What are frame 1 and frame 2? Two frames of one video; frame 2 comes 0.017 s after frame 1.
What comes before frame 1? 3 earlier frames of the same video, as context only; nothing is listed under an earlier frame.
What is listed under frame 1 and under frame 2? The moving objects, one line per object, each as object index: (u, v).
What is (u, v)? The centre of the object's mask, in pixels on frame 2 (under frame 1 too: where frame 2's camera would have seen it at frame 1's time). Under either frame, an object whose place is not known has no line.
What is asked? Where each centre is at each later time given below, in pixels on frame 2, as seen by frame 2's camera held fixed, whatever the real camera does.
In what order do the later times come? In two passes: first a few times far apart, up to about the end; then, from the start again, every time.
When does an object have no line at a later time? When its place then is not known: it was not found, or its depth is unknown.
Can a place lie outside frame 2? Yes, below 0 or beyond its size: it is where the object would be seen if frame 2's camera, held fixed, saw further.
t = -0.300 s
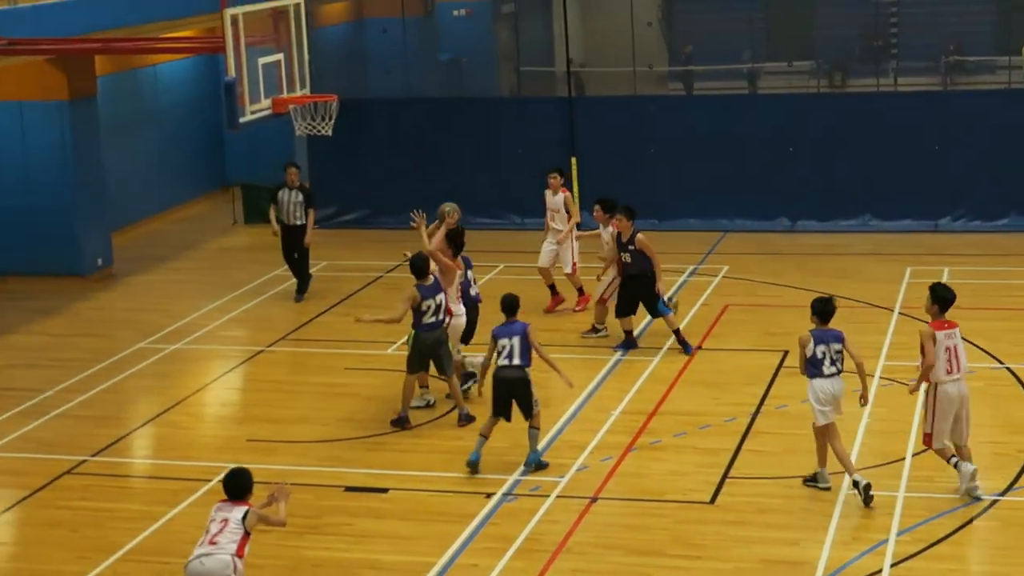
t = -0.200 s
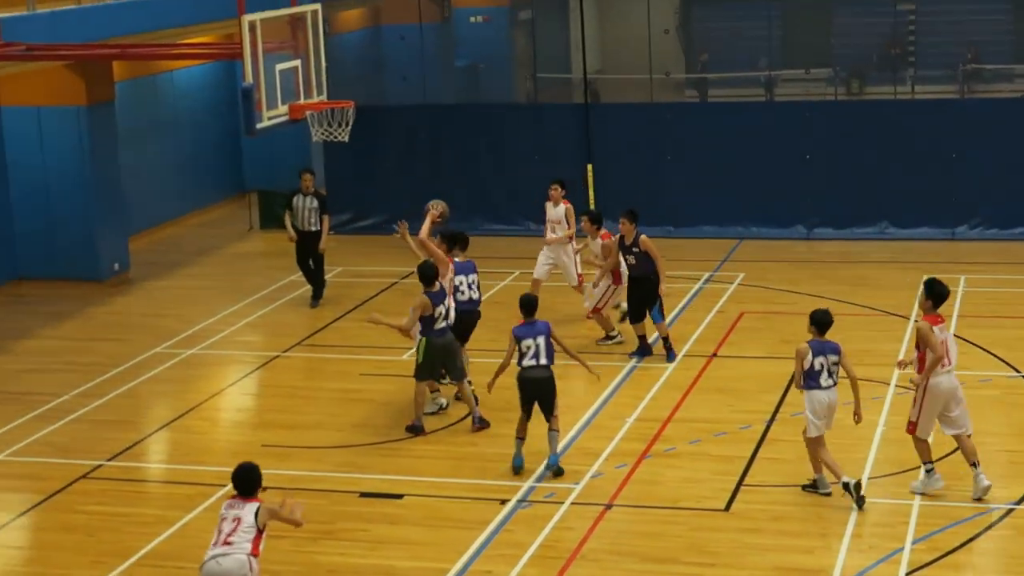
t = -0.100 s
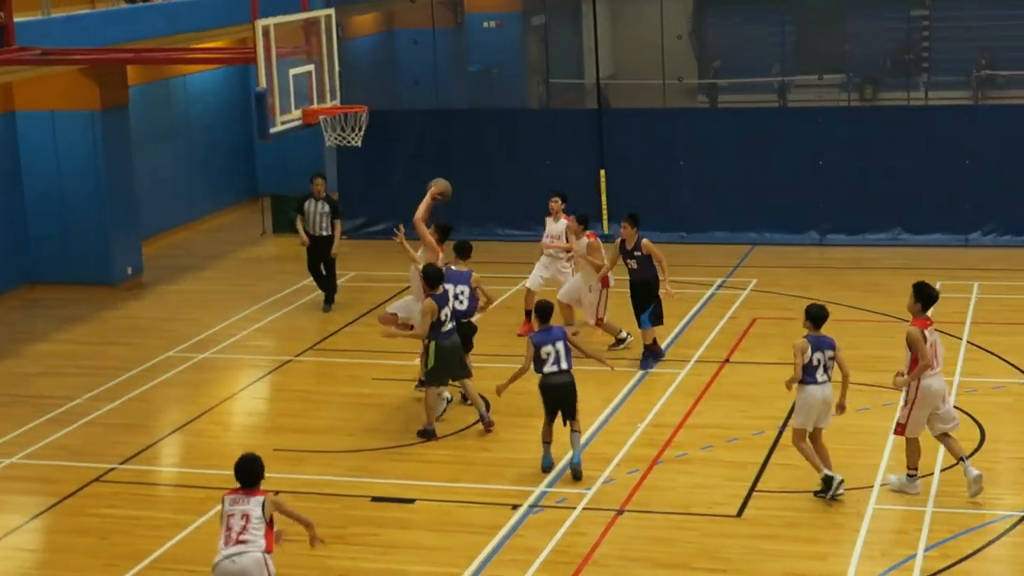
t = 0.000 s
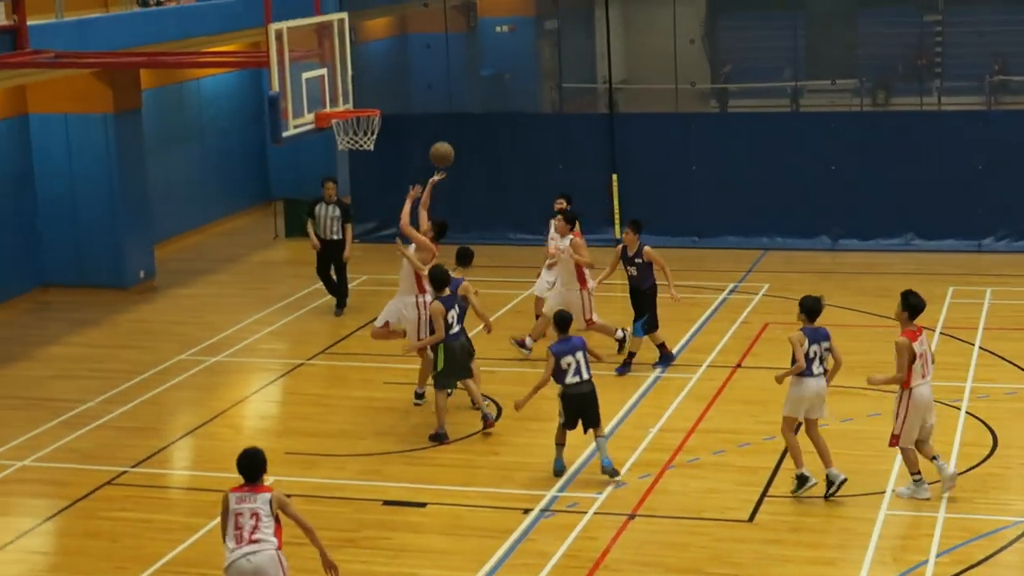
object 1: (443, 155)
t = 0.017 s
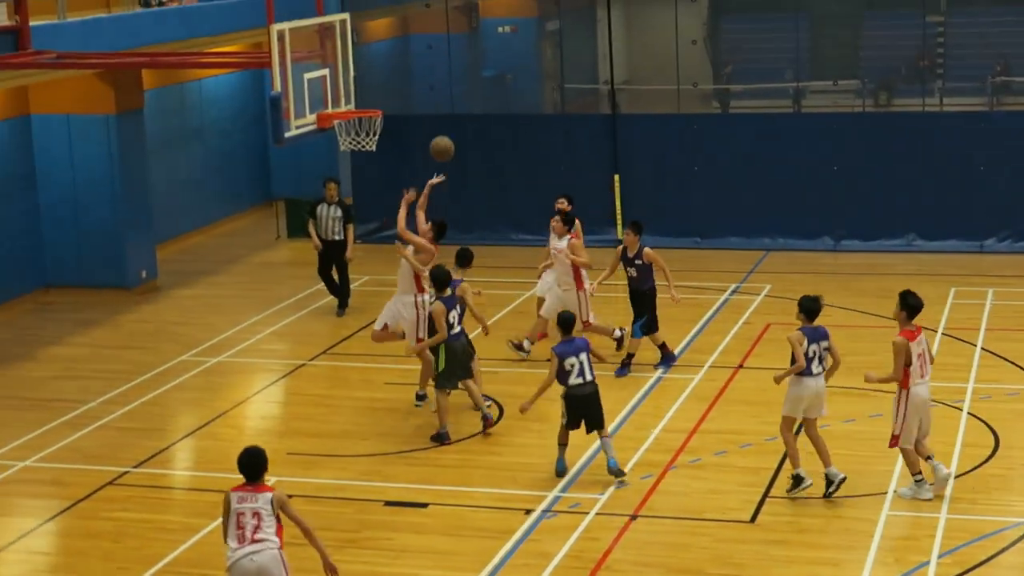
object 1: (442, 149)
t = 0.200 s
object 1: (421, 94)
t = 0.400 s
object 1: (402, 75)
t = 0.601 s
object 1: (384, 97)
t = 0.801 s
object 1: (390, 96)
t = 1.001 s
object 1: (401, 131)
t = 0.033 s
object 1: (440, 142)
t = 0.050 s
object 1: (438, 136)
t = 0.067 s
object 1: (436, 131)
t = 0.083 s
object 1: (434, 125)
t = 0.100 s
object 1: (432, 120)
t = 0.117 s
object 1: (430, 116)
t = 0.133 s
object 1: (428, 111)
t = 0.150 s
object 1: (427, 107)
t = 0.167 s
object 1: (425, 102)
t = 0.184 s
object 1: (423, 97)
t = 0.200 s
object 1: (421, 94)
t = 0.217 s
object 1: (420, 91)
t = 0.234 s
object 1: (418, 88)
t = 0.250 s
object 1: (416, 85)
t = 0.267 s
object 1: (415, 83)
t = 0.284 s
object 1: (413, 81)
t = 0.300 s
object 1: (411, 79)
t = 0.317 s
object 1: (410, 78)
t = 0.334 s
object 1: (408, 77)
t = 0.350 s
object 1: (407, 76)
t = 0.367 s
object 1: (405, 75)
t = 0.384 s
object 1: (403, 75)
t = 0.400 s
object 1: (402, 75)
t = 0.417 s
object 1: (400, 75)
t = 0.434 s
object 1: (399, 75)
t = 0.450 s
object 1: (398, 77)
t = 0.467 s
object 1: (396, 78)
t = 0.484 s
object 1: (394, 79)
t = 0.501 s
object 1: (393, 81)
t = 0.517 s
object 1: (391, 82)
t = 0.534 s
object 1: (390, 85)
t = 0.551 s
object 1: (388, 87)
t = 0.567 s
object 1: (387, 90)
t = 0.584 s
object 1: (385, 93)
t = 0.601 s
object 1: (384, 97)
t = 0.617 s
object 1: (383, 99)
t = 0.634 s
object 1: (384, 99)
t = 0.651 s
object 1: (384, 98)
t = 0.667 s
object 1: (385, 97)
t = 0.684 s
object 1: (386, 95)
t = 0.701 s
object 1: (386, 95)
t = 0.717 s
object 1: (387, 94)
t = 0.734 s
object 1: (388, 94)
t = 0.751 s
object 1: (388, 94)
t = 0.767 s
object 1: (389, 94)
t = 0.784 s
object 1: (390, 95)
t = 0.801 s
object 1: (390, 96)
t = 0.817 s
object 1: (391, 97)
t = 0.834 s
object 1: (392, 99)
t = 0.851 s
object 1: (392, 102)
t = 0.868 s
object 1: (393, 104)
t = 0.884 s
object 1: (394, 106)
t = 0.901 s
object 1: (395, 109)
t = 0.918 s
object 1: (396, 112)
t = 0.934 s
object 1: (397, 115)
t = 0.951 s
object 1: (398, 119)
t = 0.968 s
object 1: (399, 123)
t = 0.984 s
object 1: (400, 127)
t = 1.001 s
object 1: (401, 131)
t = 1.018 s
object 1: (402, 136)
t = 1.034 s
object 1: (403, 141)
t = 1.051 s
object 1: (404, 146)
